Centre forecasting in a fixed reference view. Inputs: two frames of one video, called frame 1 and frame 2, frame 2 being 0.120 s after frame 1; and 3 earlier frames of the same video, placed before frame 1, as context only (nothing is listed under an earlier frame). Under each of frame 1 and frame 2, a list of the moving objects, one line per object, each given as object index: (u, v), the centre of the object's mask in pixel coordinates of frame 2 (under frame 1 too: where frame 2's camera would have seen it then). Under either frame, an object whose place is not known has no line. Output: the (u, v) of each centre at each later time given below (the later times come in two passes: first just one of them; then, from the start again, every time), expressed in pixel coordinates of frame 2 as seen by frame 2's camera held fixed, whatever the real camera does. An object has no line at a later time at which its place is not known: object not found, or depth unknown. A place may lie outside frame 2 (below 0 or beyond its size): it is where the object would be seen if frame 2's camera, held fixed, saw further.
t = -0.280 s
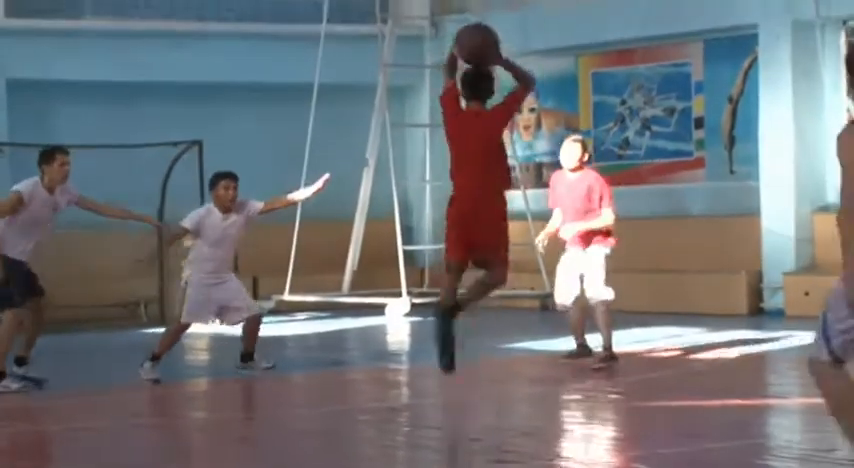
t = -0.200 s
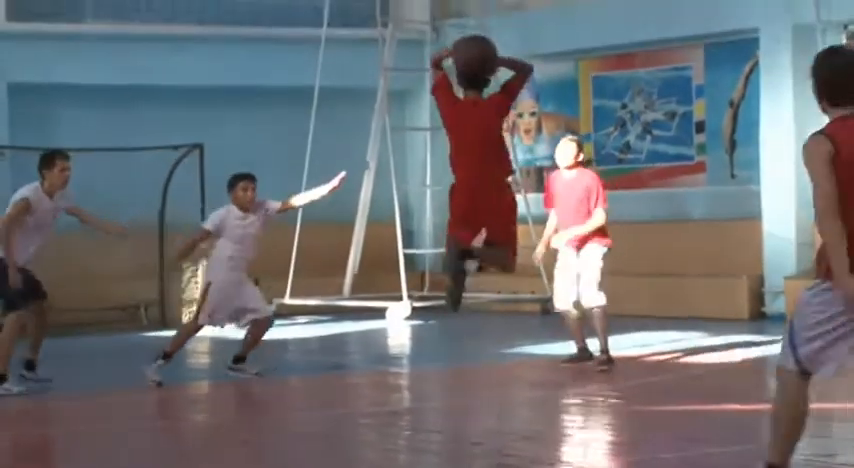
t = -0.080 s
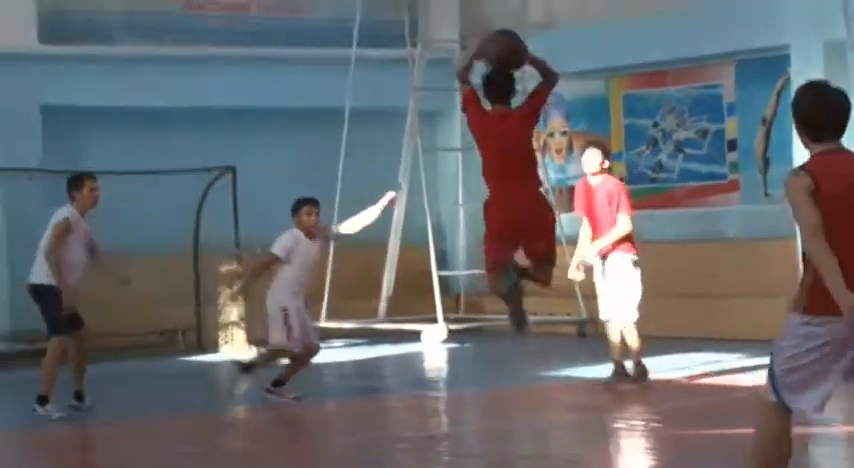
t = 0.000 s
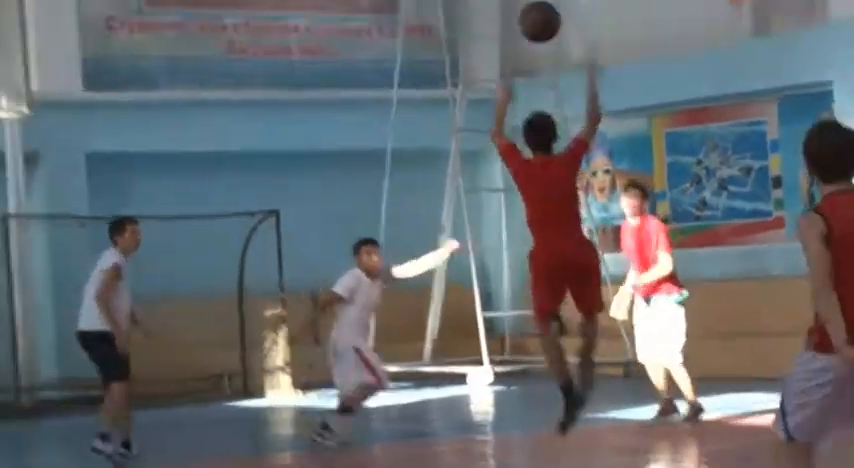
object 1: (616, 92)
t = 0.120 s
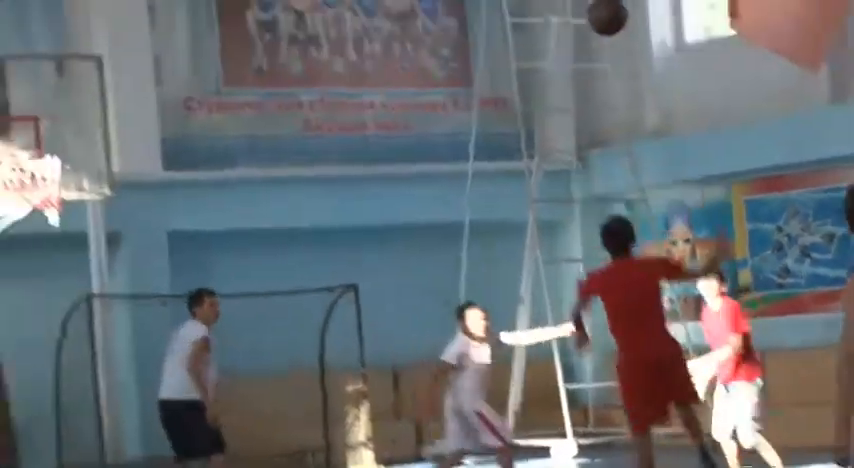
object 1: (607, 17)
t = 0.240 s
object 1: (600, -32)
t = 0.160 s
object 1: (603, -4)
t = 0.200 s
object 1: (602, -19)
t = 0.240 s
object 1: (600, -32)
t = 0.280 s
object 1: (601, -39)
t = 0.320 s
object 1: (604, -44)
